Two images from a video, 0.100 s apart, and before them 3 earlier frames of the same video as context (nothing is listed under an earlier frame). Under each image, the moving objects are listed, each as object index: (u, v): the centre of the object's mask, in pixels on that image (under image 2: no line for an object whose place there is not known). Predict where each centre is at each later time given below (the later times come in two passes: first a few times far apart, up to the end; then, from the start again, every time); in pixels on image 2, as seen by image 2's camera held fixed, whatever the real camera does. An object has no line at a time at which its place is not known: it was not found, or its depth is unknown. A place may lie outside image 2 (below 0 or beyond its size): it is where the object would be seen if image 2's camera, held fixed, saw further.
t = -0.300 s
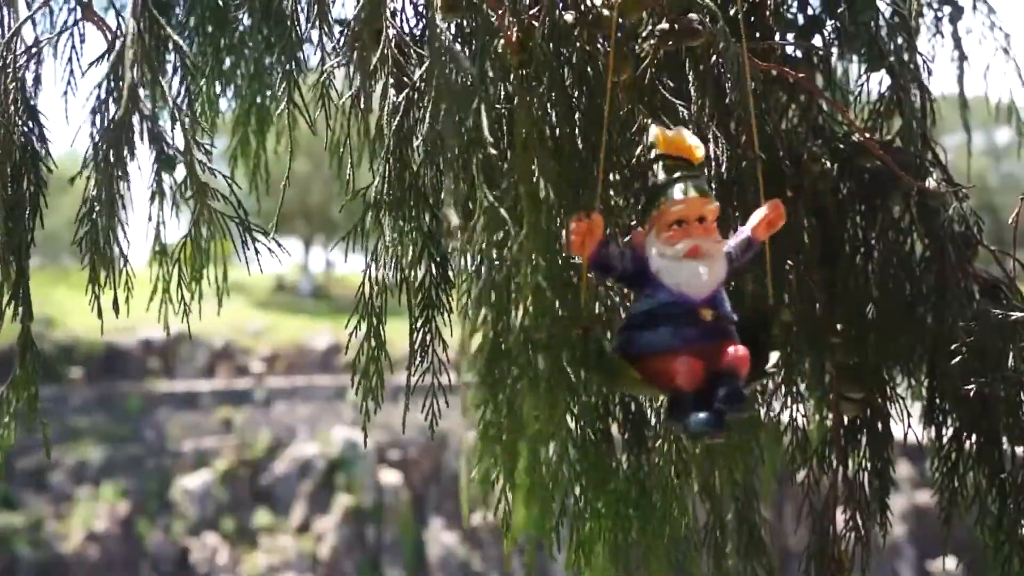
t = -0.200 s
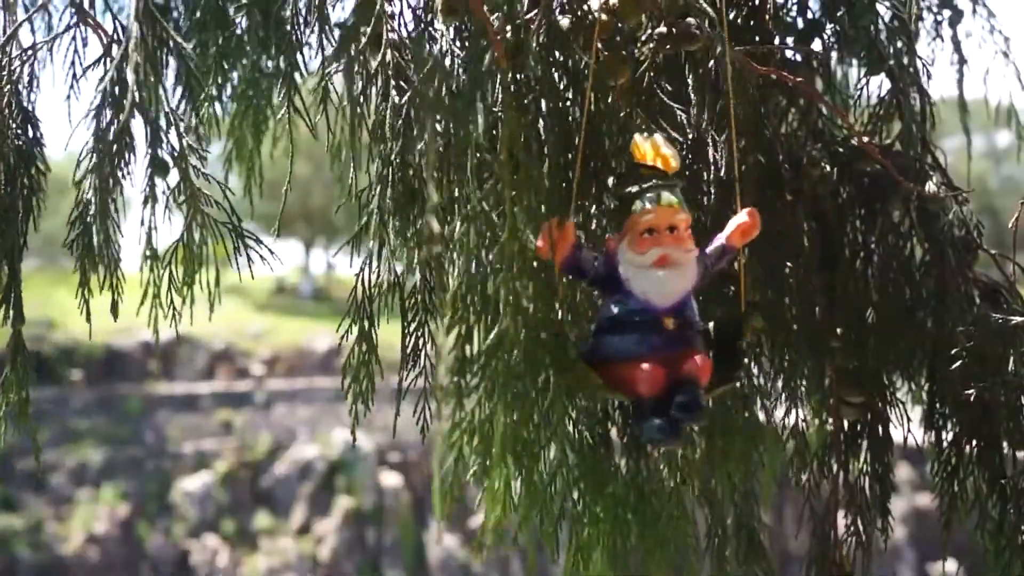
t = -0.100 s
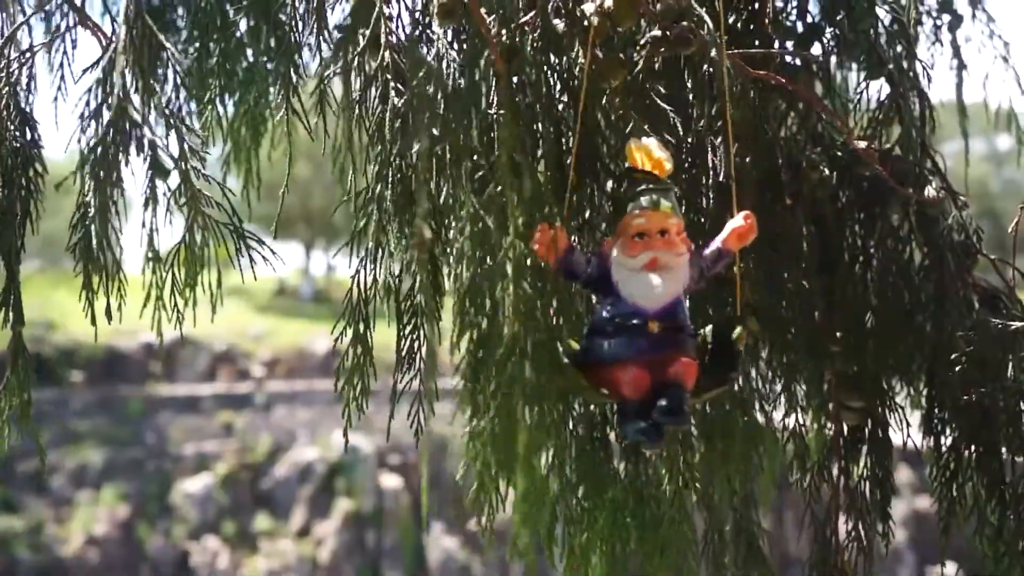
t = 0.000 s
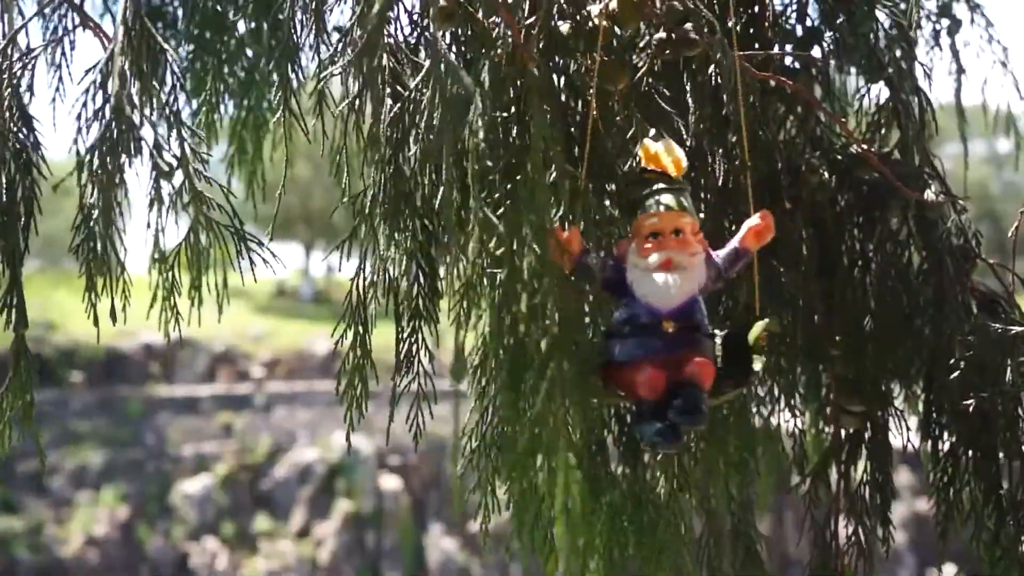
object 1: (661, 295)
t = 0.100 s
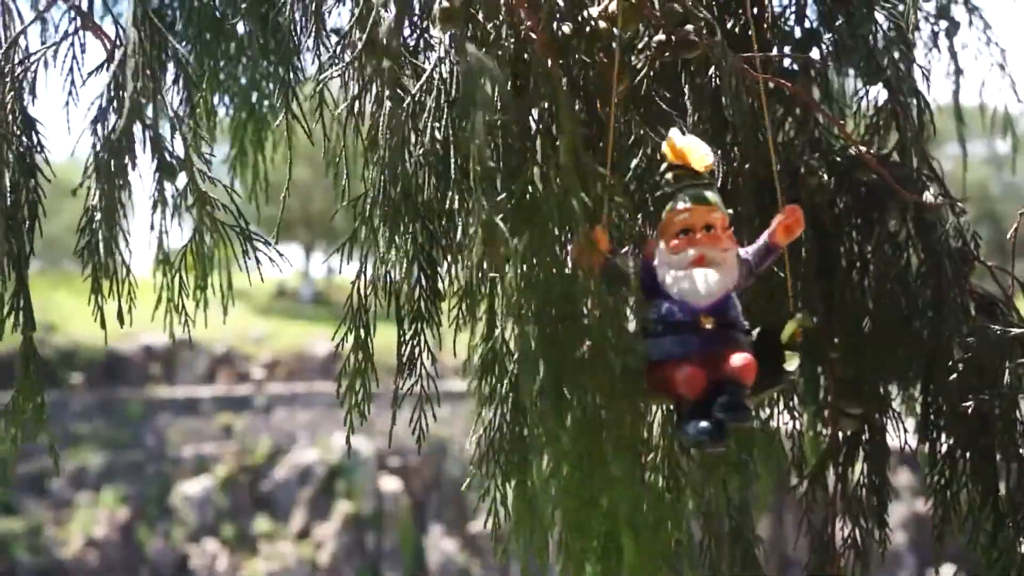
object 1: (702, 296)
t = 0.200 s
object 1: (729, 287)
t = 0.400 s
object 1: (731, 285)
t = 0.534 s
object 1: (686, 296)
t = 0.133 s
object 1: (707, 290)
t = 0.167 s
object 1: (719, 287)
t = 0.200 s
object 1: (729, 287)
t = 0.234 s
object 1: (737, 284)
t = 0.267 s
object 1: (741, 286)
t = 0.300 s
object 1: (743, 284)
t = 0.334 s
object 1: (742, 283)
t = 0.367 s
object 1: (737, 283)
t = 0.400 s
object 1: (731, 285)
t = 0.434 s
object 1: (722, 287)
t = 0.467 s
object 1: (710, 289)
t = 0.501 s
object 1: (698, 292)
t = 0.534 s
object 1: (686, 296)
